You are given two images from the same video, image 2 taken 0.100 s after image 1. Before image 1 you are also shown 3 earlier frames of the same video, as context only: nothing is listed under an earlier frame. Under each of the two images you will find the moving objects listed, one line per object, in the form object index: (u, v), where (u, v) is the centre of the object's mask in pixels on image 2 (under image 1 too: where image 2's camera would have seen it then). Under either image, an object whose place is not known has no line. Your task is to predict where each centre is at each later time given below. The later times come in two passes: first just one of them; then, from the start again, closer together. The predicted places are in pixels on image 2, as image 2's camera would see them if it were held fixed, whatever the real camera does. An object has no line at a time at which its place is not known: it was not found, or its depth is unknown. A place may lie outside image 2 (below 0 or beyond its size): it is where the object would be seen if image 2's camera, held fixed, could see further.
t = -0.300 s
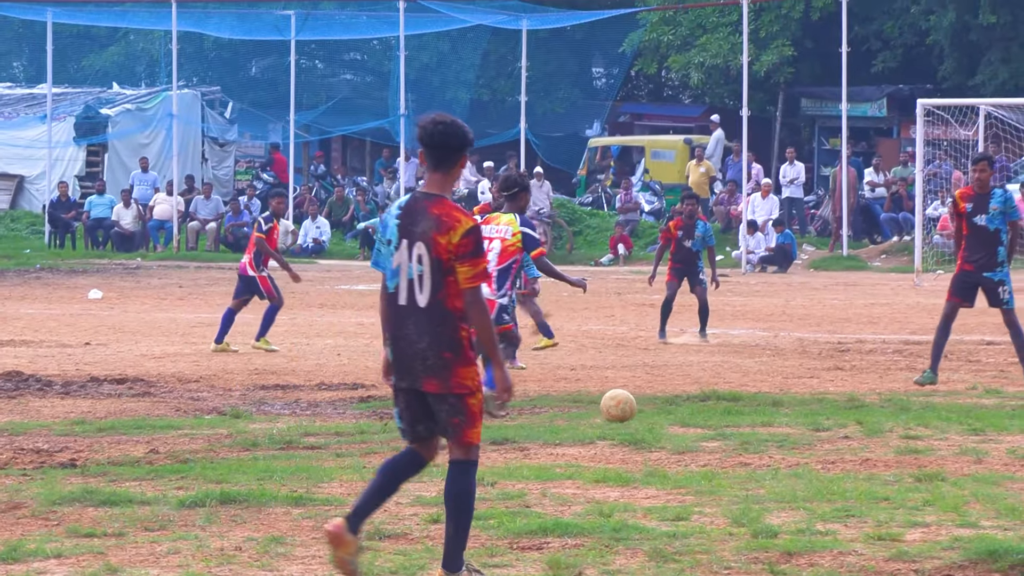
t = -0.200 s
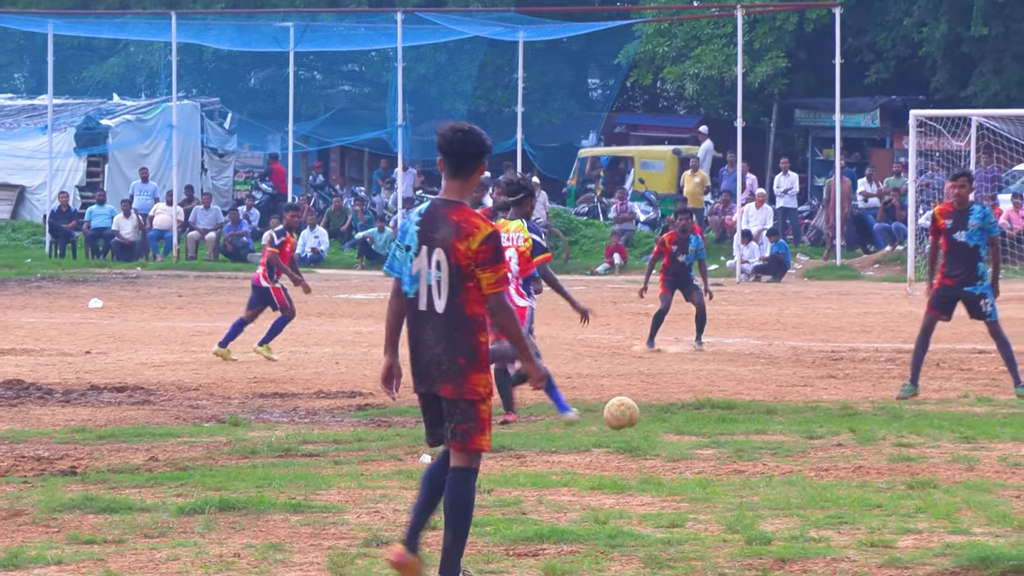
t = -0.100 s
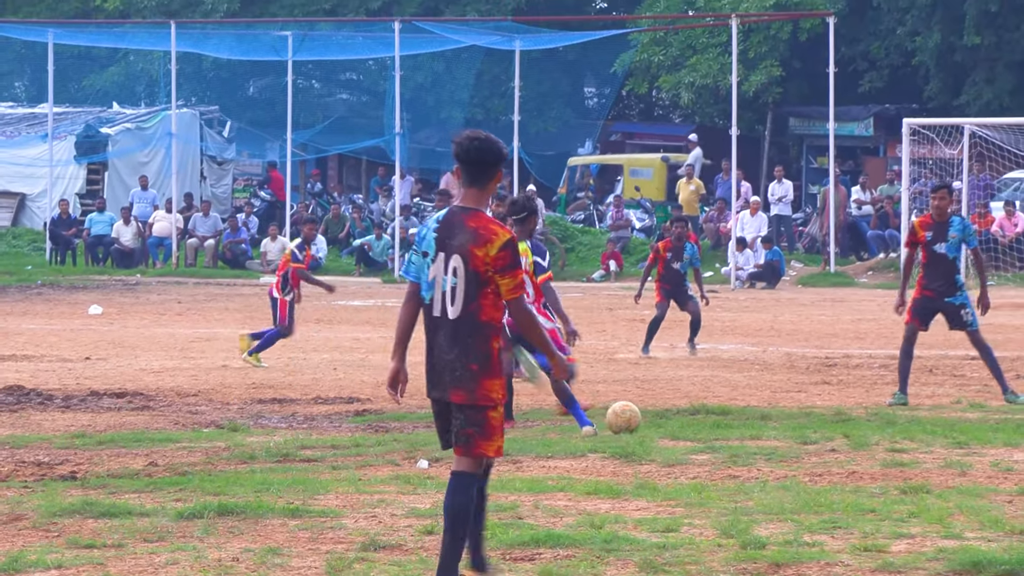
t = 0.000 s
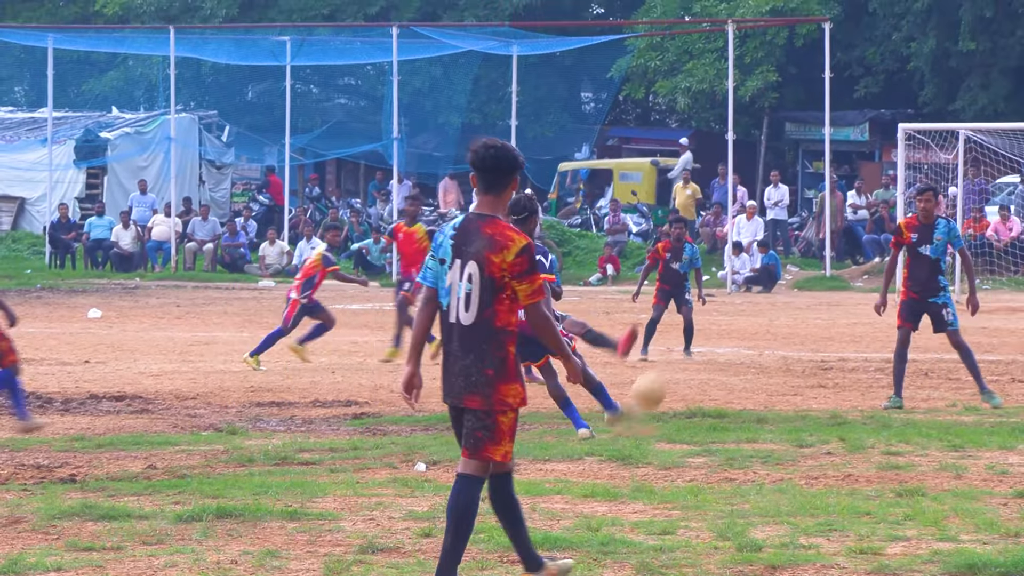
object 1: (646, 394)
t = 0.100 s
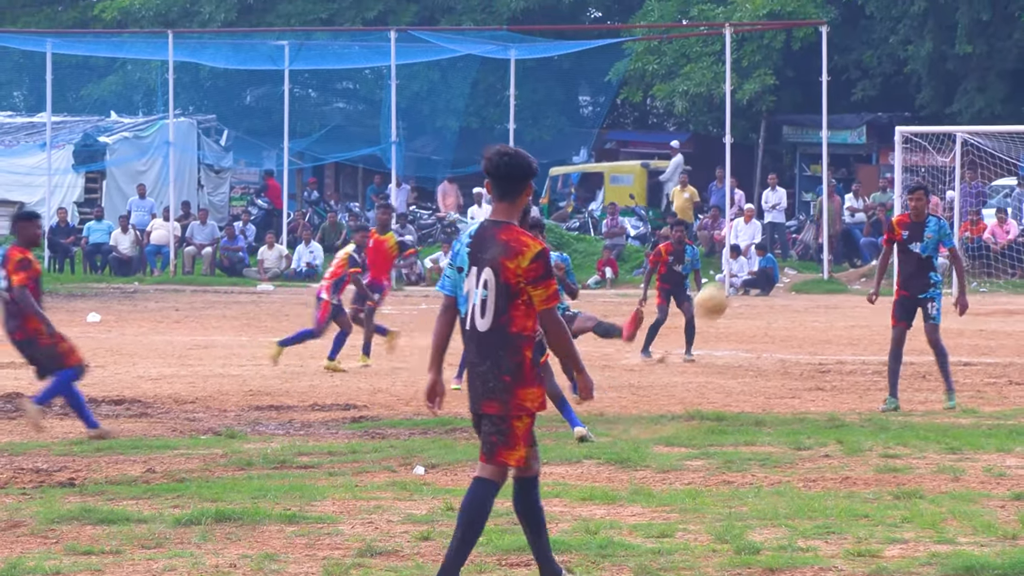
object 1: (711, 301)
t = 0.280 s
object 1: (804, 179)
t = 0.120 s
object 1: (721, 287)
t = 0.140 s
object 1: (734, 269)
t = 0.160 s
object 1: (745, 256)
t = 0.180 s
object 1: (758, 241)
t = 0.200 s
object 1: (767, 227)
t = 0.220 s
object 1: (777, 216)
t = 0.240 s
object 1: (788, 202)
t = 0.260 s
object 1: (796, 191)
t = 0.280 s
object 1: (804, 179)
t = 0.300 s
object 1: (813, 168)
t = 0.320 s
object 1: (822, 158)
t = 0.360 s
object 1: (838, 140)
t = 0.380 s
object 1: (845, 132)
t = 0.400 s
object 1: (854, 123)
